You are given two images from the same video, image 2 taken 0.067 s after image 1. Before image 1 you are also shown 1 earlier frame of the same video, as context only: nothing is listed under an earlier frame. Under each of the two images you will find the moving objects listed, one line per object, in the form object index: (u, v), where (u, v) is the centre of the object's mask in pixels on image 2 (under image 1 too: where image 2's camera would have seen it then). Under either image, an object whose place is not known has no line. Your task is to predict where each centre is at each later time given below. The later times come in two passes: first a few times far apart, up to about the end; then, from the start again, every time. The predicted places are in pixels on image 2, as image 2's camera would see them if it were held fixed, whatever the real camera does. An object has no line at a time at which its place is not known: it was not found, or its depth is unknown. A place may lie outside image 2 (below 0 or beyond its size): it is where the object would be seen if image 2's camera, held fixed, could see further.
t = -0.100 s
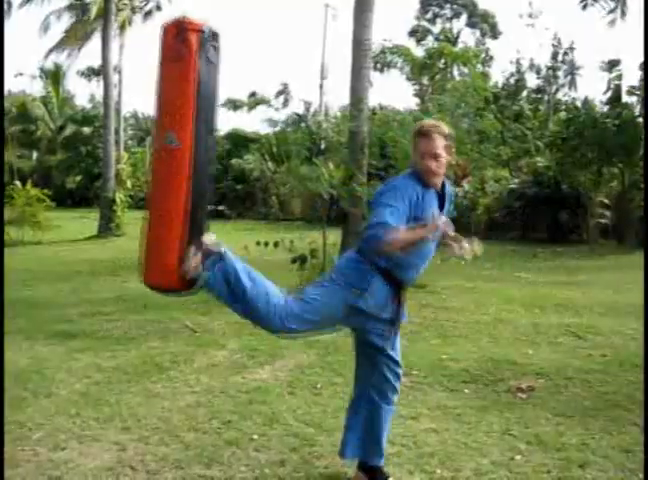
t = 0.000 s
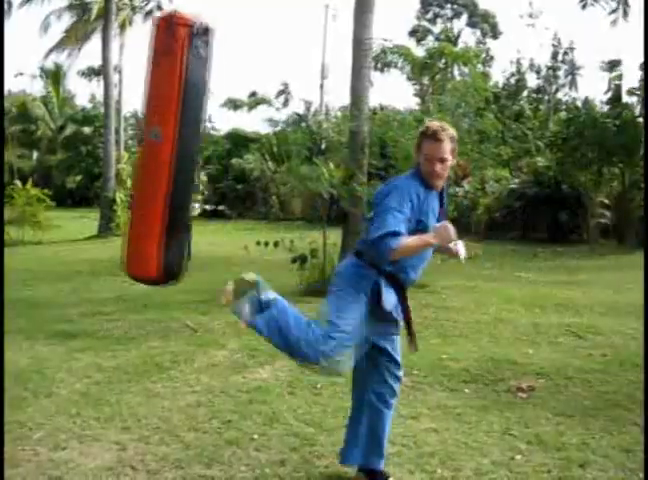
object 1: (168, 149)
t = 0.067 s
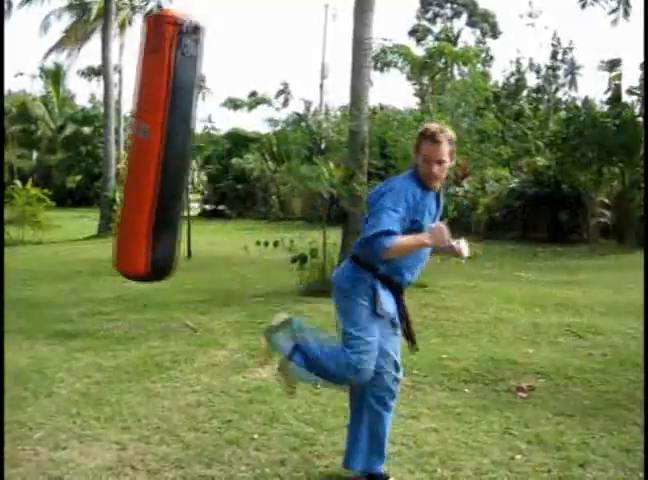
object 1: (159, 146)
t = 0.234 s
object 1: (138, 151)
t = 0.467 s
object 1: (129, 160)
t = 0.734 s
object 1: (136, 160)
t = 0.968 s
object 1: (166, 159)
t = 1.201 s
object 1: (198, 168)
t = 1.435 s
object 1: (236, 169)
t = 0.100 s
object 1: (154, 147)
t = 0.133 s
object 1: (150, 147)
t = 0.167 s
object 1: (146, 148)
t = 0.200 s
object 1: (141, 149)
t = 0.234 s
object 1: (138, 151)
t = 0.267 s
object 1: (136, 153)
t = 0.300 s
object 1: (134, 155)
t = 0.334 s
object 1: (132, 156)
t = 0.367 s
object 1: (131, 157)
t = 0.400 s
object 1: (130, 158)
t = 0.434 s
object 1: (130, 160)
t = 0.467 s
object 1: (129, 160)
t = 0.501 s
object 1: (129, 161)
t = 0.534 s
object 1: (129, 161)
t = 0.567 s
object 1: (129, 161)
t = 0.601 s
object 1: (129, 162)
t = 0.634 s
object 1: (130, 162)
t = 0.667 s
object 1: (131, 161)
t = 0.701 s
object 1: (134, 160)
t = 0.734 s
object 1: (136, 160)
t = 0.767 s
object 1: (140, 159)
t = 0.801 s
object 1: (144, 159)
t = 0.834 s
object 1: (148, 158)
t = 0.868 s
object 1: (152, 158)
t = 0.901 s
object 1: (156, 157)
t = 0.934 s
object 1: (161, 158)
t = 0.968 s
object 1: (166, 159)
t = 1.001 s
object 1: (170, 160)
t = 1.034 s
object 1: (174, 161)
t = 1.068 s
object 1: (179, 162)
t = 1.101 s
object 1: (184, 164)
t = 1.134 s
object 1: (188, 166)
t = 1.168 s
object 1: (193, 167)
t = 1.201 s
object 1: (198, 168)
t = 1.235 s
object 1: (204, 169)
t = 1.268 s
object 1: (210, 171)
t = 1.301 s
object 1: (215, 170)
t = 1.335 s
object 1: (221, 170)
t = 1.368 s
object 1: (227, 170)
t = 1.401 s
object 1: (231, 169)
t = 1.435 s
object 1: (236, 169)
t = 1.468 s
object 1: (240, 168)
